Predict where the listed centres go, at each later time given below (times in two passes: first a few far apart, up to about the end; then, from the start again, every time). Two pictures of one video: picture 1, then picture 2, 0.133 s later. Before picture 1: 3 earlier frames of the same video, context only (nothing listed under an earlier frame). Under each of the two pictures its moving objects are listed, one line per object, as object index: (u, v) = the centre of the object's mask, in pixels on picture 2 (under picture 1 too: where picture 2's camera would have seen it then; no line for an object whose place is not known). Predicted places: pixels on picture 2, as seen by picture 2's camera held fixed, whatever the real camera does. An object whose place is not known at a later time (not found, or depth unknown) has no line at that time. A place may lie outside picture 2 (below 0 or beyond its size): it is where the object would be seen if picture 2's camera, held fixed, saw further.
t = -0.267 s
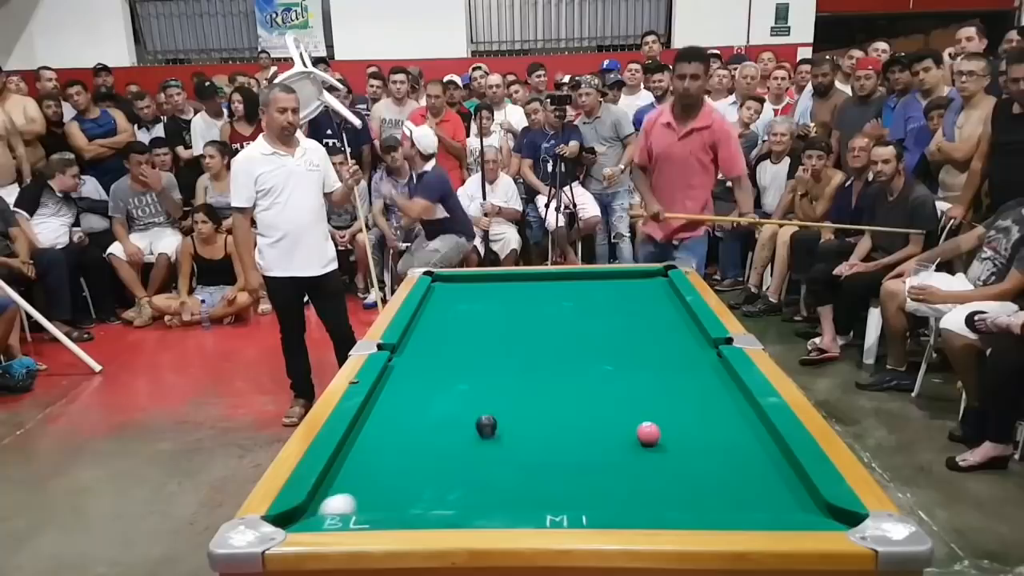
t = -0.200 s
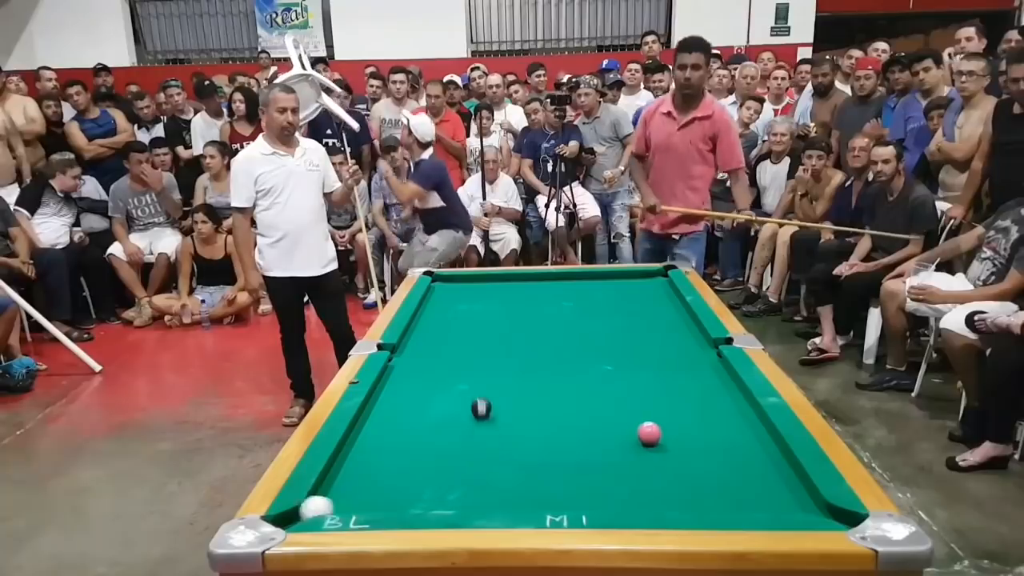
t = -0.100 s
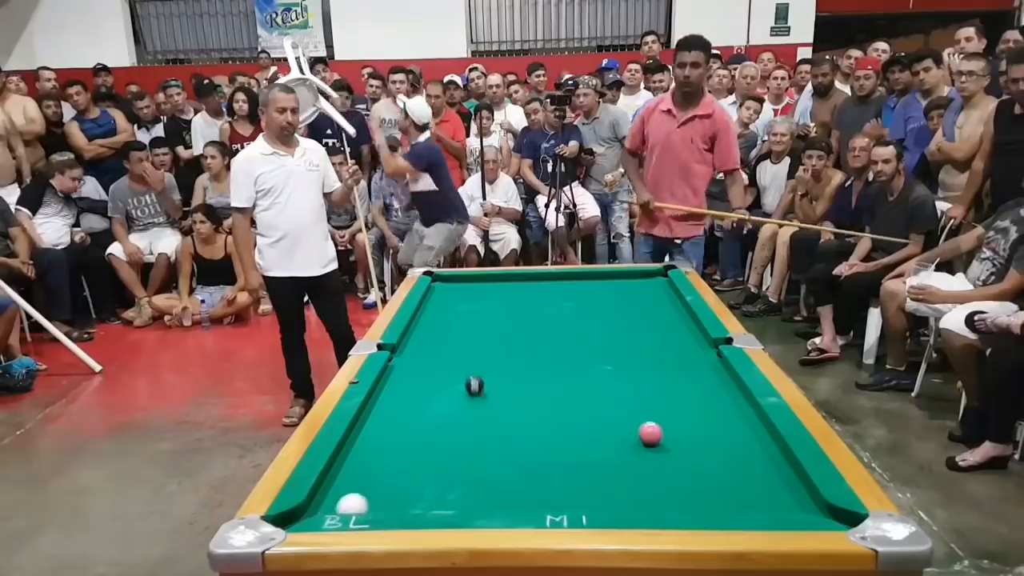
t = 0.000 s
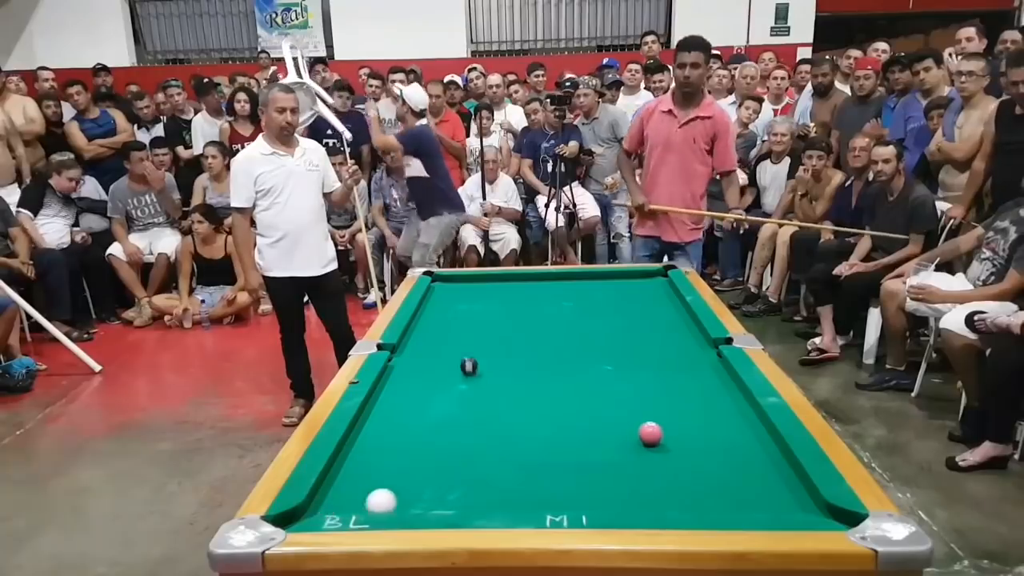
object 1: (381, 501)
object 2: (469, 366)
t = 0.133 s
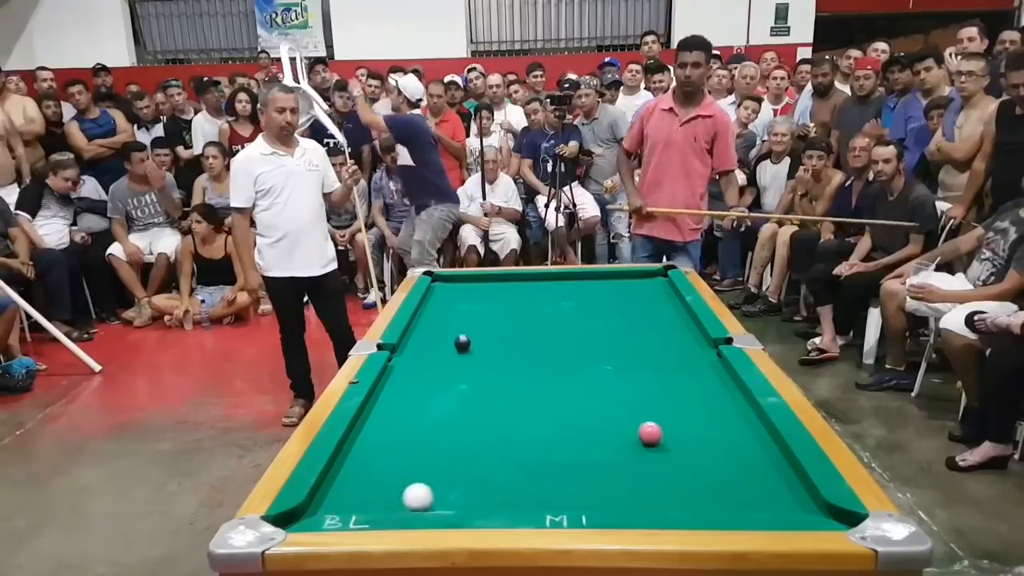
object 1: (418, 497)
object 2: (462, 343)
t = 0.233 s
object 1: (444, 494)
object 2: (458, 329)
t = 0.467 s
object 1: (500, 485)
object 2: (450, 303)
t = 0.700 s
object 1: (551, 477)
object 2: (444, 281)
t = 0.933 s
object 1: (595, 471)
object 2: (451, 286)
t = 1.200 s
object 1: (643, 463)
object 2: (480, 294)
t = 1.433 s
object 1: (682, 457)
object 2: (505, 303)
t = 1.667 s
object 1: (716, 452)
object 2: (532, 311)
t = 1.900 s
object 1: (747, 447)
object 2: (560, 320)
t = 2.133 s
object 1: (768, 443)
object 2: (590, 330)
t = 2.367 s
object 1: (748, 440)
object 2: (622, 340)
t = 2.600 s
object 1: (733, 438)
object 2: (652, 349)
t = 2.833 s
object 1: (718, 436)
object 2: (686, 361)
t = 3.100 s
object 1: (709, 434)
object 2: (721, 372)
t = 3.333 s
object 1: (703, 433)
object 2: (708, 378)
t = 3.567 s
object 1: (701, 432)
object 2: (696, 384)
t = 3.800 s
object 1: (702, 432)
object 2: (684, 390)
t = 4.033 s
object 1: (702, 432)
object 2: (675, 394)
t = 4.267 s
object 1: (702, 432)
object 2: (665, 398)
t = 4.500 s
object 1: (702, 432)
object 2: (657, 401)
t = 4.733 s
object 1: (702, 432)
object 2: (650, 403)
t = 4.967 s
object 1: (702, 432)
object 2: (646, 404)
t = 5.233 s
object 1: (701, 432)
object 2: (643, 405)
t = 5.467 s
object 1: (702, 432)
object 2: (643, 405)
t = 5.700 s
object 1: (701, 432)
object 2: (643, 405)
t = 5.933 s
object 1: (701, 432)
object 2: (644, 405)
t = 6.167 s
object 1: (702, 432)
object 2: (643, 405)
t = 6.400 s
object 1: (702, 432)
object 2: (644, 405)
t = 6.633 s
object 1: (701, 432)
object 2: (644, 405)
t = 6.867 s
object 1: (702, 432)
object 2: (644, 405)
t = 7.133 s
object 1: (701, 432)
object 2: (644, 405)
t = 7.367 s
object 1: (701, 432)
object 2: (644, 405)
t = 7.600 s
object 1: (702, 432)
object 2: (644, 405)
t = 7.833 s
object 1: (702, 432)
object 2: (644, 405)
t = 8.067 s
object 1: (702, 432)
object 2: (644, 405)
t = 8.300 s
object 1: (701, 432)
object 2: (644, 405)
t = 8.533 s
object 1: (701, 432)
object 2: (643, 405)
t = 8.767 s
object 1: (702, 432)
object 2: (644, 405)
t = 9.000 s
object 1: (702, 432)
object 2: (644, 405)
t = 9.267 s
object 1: (702, 432)
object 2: (644, 405)
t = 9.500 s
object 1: (702, 432)
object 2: (644, 405)
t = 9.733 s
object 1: (701, 432)
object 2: (644, 405)
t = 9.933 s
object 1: (701, 432)
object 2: (643, 405)
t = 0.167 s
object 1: (426, 496)
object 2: (461, 339)
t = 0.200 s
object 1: (435, 495)
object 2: (459, 334)
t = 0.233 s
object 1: (444, 494)
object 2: (458, 329)
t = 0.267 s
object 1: (452, 492)
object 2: (457, 326)
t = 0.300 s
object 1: (461, 491)
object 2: (456, 321)
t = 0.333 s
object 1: (469, 490)
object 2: (454, 317)
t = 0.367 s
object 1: (477, 489)
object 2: (454, 314)
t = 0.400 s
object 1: (485, 488)
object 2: (452, 309)
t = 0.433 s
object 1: (493, 487)
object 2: (451, 306)
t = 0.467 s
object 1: (500, 485)
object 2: (450, 303)
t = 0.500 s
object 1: (508, 484)
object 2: (450, 299)
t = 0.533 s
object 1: (515, 483)
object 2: (448, 296)
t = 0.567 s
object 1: (523, 482)
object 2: (448, 292)
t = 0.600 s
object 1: (530, 481)
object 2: (447, 290)
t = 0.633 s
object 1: (537, 480)
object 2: (446, 286)
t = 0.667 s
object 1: (545, 478)
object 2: (445, 283)
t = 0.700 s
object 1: (551, 477)
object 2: (444, 281)
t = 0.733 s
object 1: (558, 476)
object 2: (443, 278)
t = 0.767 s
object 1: (565, 475)
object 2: (437, 280)
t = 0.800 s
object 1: (572, 474)
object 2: (438, 281)
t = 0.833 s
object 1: (578, 473)
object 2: (442, 282)
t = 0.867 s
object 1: (585, 472)
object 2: (445, 283)
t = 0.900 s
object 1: (588, 472)
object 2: (447, 284)
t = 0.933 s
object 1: (595, 471)
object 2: (451, 286)
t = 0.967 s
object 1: (601, 470)
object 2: (454, 287)
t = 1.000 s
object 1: (607, 469)
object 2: (458, 287)
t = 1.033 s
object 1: (614, 468)
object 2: (461, 288)
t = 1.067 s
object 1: (620, 467)
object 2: (465, 290)
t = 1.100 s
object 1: (626, 466)
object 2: (469, 291)
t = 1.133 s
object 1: (631, 465)
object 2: (472, 292)
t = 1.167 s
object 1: (638, 464)
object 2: (476, 293)
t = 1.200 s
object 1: (643, 463)
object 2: (480, 294)
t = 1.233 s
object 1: (649, 462)
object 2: (483, 296)
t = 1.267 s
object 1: (655, 461)
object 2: (487, 297)
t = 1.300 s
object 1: (660, 461)
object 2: (490, 298)
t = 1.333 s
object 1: (666, 460)
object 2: (494, 299)
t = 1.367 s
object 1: (671, 459)
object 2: (498, 301)
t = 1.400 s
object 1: (676, 458)
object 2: (502, 302)
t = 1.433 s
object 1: (682, 457)
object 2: (505, 303)
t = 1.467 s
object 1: (687, 457)
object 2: (509, 304)
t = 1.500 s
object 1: (692, 456)
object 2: (513, 305)
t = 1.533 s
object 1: (697, 455)
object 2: (517, 306)
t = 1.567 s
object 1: (701, 454)
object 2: (521, 308)
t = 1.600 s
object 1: (706, 454)
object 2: (525, 309)
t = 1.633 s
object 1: (711, 453)
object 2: (528, 310)
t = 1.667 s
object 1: (716, 452)
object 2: (532, 311)
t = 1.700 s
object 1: (720, 452)
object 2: (536, 312)
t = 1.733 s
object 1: (725, 451)
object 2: (540, 314)
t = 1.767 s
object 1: (729, 450)
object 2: (544, 315)
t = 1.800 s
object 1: (734, 449)
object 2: (548, 316)
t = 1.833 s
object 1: (738, 449)
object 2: (552, 318)
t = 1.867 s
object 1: (742, 448)
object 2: (556, 319)
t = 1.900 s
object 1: (747, 447)
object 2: (560, 320)
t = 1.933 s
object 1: (751, 447)
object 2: (565, 322)
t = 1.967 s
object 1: (755, 446)
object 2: (569, 323)
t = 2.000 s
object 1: (759, 445)
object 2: (573, 325)
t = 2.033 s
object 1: (763, 445)
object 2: (577, 326)
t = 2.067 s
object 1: (766, 444)
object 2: (581, 327)
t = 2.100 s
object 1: (770, 443)
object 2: (586, 328)
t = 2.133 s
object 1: (768, 443)
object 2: (590, 330)
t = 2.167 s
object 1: (765, 443)
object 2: (595, 332)
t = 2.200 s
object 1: (762, 442)
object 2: (599, 333)
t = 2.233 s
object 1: (759, 442)
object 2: (603, 334)
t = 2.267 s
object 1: (756, 441)
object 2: (608, 336)
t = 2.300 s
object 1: (753, 441)
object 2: (612, 337)
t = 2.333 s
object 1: (750, 441)
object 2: (617, 338)
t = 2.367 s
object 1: (748, 440)
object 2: (622, 340)
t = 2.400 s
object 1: (745, 440)
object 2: (626, 341)
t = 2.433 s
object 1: (744, 440)
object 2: (628, 342)
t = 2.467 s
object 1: (741, 439)
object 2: (633, 344)
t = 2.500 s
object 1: (739, 439)
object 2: (638, 345)
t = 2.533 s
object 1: (737, 439)
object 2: (642, 346)
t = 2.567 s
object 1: (735, 438)
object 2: (647, 348)
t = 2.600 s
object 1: (733, 438)
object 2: (652, 349)
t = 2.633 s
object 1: (731, 438)
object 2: (657, 351)
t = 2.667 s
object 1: (728, 437)
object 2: (662, 352)
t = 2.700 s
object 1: (726, 437)
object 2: (666, 354)
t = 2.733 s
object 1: (723, 437)
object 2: (671, 356)
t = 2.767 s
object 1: (722, 437)
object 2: (676, 358)
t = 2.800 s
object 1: (720, 437)
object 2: (681, 359)
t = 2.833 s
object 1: (718, 436)
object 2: (686, 361)
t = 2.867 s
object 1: (717, 436)
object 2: (691, 362)
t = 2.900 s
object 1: (715, 436)
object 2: (696, 363)
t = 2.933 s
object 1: (714, 435)
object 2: (702, 365)
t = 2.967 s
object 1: (714, 435)
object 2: (707, 366)
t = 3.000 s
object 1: (712, 435)
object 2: (712, 368)
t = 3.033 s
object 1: (711, 434)
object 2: (717, 370)
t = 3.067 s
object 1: (710, 434)
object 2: (722, 371)
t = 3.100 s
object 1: (709, 434)
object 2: (721, 372)
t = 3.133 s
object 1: (708, 434)
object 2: (720, 373)
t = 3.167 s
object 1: (707, 434)
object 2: (718, 374)
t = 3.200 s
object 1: (706, 433)
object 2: (716, 375)
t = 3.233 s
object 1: (705, 433)
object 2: (714, 376)
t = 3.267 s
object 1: (705, 433)
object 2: (712, 377)
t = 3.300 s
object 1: (704, 433)
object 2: (710, 377)
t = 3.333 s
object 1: (703, 433)
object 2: (708, 378)
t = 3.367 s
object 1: (703, 433)
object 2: (707, 379)
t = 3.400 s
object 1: (703, 432)
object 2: (705, 380)
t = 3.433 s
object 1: (702, 432)
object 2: (702, 381)
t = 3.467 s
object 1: (702, 432)
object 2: (701, 382)
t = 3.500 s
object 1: (702, 432)
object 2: (699, 383)
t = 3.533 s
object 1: (702, 432)
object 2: (698, 384)
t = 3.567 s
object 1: (701, 432)
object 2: (696, 384)
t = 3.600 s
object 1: (701, 432)
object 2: (694, 385)
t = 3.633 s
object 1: (701, 432)
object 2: (692, 386)
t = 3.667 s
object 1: (701, 432)
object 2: (691, 387)
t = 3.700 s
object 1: (701, 432)
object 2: (689, 387)
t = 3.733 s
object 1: (701, 432)
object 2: (687, 388)
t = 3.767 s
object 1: (702, 432)
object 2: (685, 389)
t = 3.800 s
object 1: (702, 432)
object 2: (684, 390)
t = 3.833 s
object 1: (702, 432)
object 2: (683, 390)
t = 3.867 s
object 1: (702, 432)
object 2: (681, 391)
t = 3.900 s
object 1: (701, 432)
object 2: (679, 392)
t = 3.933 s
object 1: (702, 432)
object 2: (678, 392)
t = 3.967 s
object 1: (702, 432)
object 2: (676, 393)
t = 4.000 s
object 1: (702, 432)
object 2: (676, 393)
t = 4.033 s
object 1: (702, 432)
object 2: (675, 394)
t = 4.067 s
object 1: (702, 432)
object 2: (673, 395)
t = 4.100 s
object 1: (702, 432)
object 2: (672, 395)
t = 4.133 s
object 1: (702, 432)
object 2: (670, 395)
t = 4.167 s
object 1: (702, 432)
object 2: (669, 396)
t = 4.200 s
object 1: (702, 432)
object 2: (668, 396)
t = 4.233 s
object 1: (702, 432)
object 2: (666, 397)
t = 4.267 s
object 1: (702, 432)
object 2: (665, 398)
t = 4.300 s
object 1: (702, 432)
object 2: (664, 398)
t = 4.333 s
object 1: (702, 432)
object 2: (663, 399)
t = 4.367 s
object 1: (702, 432)
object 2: (661, 399)
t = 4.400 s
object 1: (702, 432)
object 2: (660, 400)
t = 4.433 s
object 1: (702, 432)
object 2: (659, 400)
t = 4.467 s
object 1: (702, 432)
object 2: (658, 400)
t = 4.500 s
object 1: (702, 432)
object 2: (657, 401)
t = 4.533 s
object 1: (702, 432)
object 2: (656, 401)
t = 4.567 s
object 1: (702, 432)
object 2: (655, 401)
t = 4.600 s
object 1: (702, 432)
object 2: (654, 402)
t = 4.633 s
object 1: (702, 432)
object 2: (653, 402)
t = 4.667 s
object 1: (702, 432)
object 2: (652, 402)
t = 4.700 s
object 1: (701, 432)
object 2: (651, 403)
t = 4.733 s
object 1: (702, 432)
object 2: (650, 403)
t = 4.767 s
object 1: (702, 432)
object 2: (649, 403)
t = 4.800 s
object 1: (701, 432)
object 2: (649, 403)
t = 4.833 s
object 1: (701, 432)
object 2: (648, 404)
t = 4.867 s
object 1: (702, 432)
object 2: (647, 404)
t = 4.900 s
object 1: (702, 432)
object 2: (647, 404)
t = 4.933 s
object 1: (702, 432)
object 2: (646, 404)
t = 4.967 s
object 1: (702, 432)
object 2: (646, 404)
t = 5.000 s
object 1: (702, 432)
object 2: (645, 404)
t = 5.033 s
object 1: (701, 432)
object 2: (645, 404)
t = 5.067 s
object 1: (701, 432)
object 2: (644, 404)
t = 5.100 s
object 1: (701, 432)
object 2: (644, 405)
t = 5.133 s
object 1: (701, 432)
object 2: (644, 405)
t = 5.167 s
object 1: (701, 432)
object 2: (643, 405)
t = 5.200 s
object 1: (701, 432)
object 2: (643, 405)
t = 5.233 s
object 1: (701, 432)
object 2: (643, 405)
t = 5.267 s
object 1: (701, 432)
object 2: (643, 405)
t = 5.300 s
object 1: (702, 432)
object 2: (643, 405)
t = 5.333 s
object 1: (702, 432)
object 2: (643, 405)
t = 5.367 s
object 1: (701, 432)
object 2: (643, 405)
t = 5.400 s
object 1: (702, 432)
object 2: (643, 405)
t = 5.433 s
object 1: (702, 432)
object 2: (643, 405)
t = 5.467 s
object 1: (702, 432)
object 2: (643, 405)
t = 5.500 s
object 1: (702, 432)
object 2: (643, 405)
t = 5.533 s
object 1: (702, 432)
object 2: (643, 405)
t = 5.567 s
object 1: (702, 432)
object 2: (643, 405)
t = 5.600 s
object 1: (702, 432)
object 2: (643, 405)
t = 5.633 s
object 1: (702, 432)
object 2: (643, 405)
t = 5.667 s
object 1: (702, 432)
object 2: (643, 405)
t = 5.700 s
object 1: (701, 432)
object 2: (643, 405)
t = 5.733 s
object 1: (702, 432)
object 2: (643, 405)
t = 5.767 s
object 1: (702, 432)
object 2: (643, 405)
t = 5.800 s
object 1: (701, 432)
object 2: (644, 405)
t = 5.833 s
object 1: (702, 432)
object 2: (643, 405)
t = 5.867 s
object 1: (702, 432)
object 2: (643, 405)
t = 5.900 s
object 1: (702, 432)
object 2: (643, 405)
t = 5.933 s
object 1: (701, 432)
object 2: (644, 405)
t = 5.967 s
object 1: (702, 432)
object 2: (643, 405)
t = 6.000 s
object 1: (702, 432)
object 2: (643, 405)
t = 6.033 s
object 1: (702, 432)
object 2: (643, 405)
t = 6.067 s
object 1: (701, 432)
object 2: (643, 405)
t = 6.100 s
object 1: (702, 432)
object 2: (644, 405)
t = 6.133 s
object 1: (702, 432)
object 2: (643, 405)
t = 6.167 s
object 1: (702, 432)
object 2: (643, 405)
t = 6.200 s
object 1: (702, 432)
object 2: (644, 405)
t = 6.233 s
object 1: (702, 432)
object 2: (644, 405)
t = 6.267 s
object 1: (702, 432)
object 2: (644, 405)
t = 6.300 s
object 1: (702, 432)
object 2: (644, 405)
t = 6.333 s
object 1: (702, 432)
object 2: (644, 405)
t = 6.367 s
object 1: (702, 432)
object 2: (644, 405)
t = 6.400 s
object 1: (702, 432)
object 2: (644, 405)
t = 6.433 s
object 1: (702, 432)
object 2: (644, 405)
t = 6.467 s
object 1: (702, 432)
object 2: (644, 404)
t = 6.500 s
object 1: (702, 432)
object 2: (644, 405)
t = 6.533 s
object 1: (702, 432)
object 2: (644, 405)
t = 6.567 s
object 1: (701, 432)
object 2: (644, 405)
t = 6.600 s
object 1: (702, 432)
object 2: (644, 405)
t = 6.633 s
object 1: (701, 432)
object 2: (644, 405)
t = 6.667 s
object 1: (702, 432)
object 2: (644, 405)
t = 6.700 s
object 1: (701, 432)
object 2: (644, 405)
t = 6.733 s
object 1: (702, 432)
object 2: (644, 405)
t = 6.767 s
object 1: (702, 432)
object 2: (644, 405)
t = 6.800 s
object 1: (702, 432)
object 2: (644, 405)
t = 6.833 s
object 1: (702, 432)
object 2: (644, 405)
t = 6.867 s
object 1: (702, 432)
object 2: (644, 405)
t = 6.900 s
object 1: (702, 432)
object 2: (644, 405)
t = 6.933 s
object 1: (702, 432)
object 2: (644, 405)
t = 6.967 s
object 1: (702, 432)
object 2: (644, 405)
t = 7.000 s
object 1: (702, 432)
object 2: (644, 405)
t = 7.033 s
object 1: (702, 432)
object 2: (644, 405)
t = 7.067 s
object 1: (702, 432)
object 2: (644, 405)
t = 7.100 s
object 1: (702, 432)
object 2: (644, 405)
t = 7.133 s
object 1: (701, 432)
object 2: (644, 405)
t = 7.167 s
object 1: (701, 432)
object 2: (644, 405)
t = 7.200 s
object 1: (702, 432)
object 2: (644, 405)
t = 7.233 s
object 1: (702, 432)
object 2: (644, 405)
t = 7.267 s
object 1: (701, 432)
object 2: (644, 405)
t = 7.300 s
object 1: (702, 432)
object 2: (644, 405)
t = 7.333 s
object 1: (701, 432)
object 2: (644, 405)
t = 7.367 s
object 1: (701, 432)
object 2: (644, 405)
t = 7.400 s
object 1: (702, 432)
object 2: (644, 405)
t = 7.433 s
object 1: (702, 432)
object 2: (644, 405)
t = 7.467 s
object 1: (702, 432)
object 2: (644, 405)
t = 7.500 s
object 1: (702, 432)
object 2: (644, 405)
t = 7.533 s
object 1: (702, 432)
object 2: (644, 405)
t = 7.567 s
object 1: (702, 432)
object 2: (644, 405)
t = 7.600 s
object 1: (702, 432)
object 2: (644, 405)
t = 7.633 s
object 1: (702, 432)
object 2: (644, 405)
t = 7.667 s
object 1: (702, 432)
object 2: (644, 405)
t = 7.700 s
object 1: (702, 432)
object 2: (644, 405)
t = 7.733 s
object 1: (702, 432)
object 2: (644, 405)
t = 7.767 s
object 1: (702, 432)
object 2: (644, 405)
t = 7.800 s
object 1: (702, 432)
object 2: (644, 405)
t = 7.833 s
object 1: (702, 432)
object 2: (644, 405)
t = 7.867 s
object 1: (702, 432)
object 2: (644, 405)
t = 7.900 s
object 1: (702, 432)
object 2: (644, 405)
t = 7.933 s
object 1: (702, 432)
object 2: (644, 405)
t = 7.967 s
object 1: (702, 432)
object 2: (643, 405)
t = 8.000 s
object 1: (702, 432)
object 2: (644, 405)
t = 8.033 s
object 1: (702, 432)
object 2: (644, 405)
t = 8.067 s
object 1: (702, 432)
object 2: (644, 405)
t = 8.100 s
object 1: (701, 432)
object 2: (644, 405)
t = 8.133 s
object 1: (702, 432)
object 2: (644, 405)
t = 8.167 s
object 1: (702, 432)
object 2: (644, 405)
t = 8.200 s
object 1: (702, 432)
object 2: (644, 405)
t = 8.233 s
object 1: (702, 432)
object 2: (644, 405)
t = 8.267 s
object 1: (702, 432)
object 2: (643, 405)
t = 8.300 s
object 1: (701, 432)
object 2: (644, 405)
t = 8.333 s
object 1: (701, 432)
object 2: (644, 405)
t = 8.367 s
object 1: (701, 432)
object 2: (643, 405)
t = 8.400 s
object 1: (702, 432)
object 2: (643, 405)
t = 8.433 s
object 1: (702, 432)
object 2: (644, 405)
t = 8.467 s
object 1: (702, 432)
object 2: (643, 405)
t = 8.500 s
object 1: (702, 432)
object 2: (644, 405)
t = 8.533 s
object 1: (701, 432)
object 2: (643, 405)
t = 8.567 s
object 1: (702, 432)
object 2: (643, 405)
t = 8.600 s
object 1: (702, 432)
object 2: (643, 405)
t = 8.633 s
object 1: (702, 432)
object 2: (643, 405)
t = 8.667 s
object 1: (701, 432)
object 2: (643, 405)
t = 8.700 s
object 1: (702, 432)
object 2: (643, 405)
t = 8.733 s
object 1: (702, 432)
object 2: (644, 405)
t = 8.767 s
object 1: (702, 432)
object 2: (644, 405)
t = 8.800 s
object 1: (702, 432)
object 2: (643, 405)
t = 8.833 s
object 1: (702, 432)
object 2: (643, 405)
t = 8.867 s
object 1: (702, 432)
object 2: (644, 405)
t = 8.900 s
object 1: (702, 432)
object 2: (643, 405)
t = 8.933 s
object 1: (701, 432)
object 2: (644, 405)
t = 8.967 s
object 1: (701, 432)
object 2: (643, 405)
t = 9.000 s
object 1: (702, 432)
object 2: (644, 405)
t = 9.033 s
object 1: (702, 432)
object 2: (643, 405)
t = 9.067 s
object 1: (702, 432)
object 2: (643, 405)
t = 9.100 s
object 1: (702, 432)
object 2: (644, 405)
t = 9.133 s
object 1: (702, 432)
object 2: (644, 405)
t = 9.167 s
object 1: (702, 432)
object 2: (644, 405)
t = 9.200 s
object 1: (702, 432)
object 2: (644, 405)
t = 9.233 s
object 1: (702, 432)
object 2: (644, 405)
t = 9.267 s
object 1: (702, 432)
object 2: (644, 405)
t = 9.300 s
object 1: (702, 432)
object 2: (644, 405)
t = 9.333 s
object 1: (702, 432)
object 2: (644, 405)
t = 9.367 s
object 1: (702, 432)
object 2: (644, 405)
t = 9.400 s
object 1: (702, 432)
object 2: (644, 405)
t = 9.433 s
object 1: (703, 432)
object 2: (644, 405)
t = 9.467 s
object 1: (703, 432)
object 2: (644, 405)
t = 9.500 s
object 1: (702, 432)
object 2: (644, 405)
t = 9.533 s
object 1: (702, 432)
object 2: (644, 405)
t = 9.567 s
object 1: (702, 432)
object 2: (644, 405)
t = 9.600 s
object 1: (701, 432)
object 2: (643, 405)
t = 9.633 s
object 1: (701, 432)
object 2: (643, 405)
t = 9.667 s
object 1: (702, 432)
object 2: (644, 405)
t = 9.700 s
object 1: (702, 432)
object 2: (644, 405)
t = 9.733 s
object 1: (701, 432)
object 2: (644, 405)
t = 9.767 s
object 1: (702, 432)
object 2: (644, 405)
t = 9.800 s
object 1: (702, 432)
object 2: (644, 405)
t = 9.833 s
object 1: (702, 432)
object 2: (644, 405)
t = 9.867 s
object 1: (702, 432)
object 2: (644, 405)
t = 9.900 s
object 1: (702, 432)
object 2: (644, 405)
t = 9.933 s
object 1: (701, 432)
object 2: (643, 405)
